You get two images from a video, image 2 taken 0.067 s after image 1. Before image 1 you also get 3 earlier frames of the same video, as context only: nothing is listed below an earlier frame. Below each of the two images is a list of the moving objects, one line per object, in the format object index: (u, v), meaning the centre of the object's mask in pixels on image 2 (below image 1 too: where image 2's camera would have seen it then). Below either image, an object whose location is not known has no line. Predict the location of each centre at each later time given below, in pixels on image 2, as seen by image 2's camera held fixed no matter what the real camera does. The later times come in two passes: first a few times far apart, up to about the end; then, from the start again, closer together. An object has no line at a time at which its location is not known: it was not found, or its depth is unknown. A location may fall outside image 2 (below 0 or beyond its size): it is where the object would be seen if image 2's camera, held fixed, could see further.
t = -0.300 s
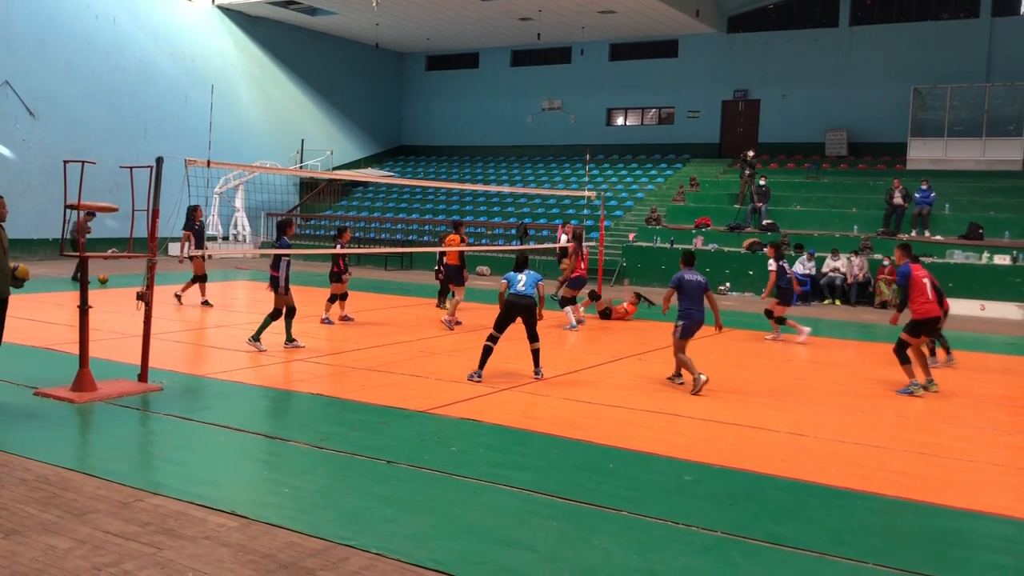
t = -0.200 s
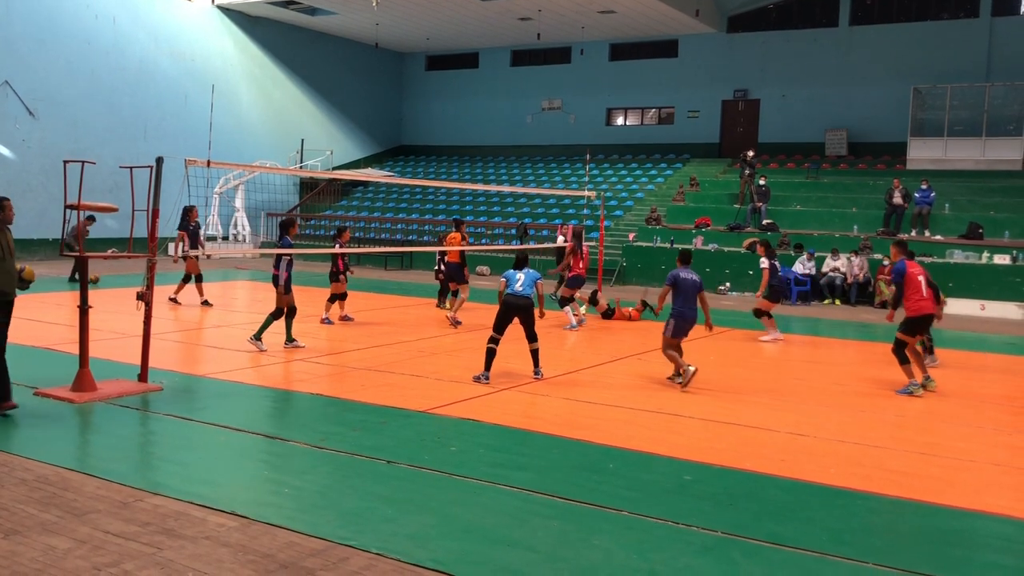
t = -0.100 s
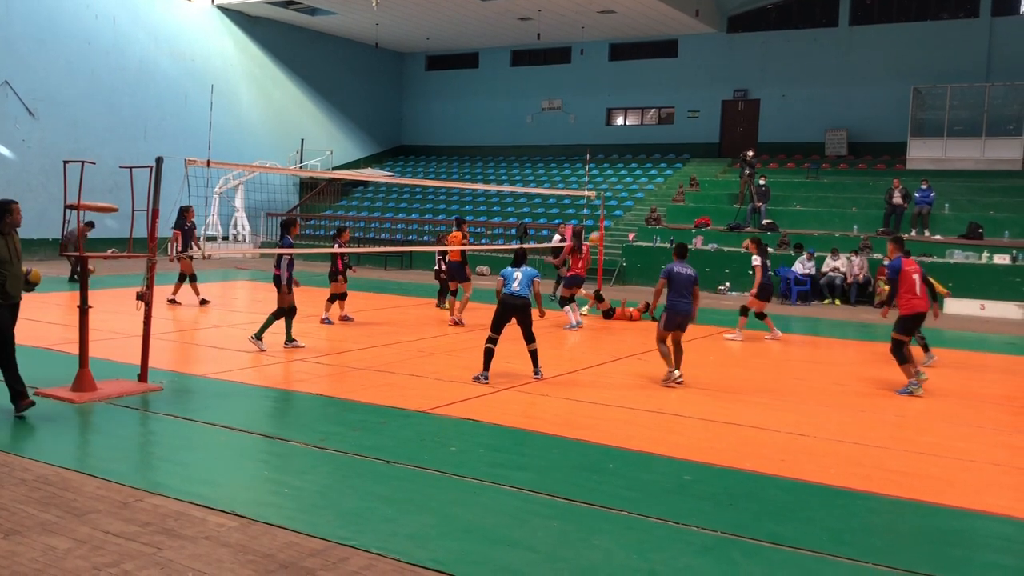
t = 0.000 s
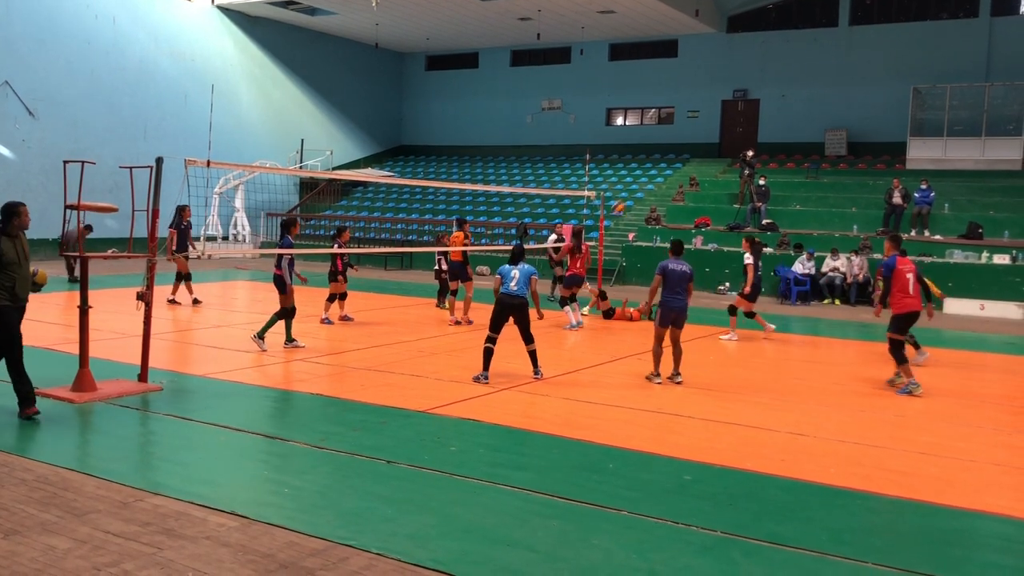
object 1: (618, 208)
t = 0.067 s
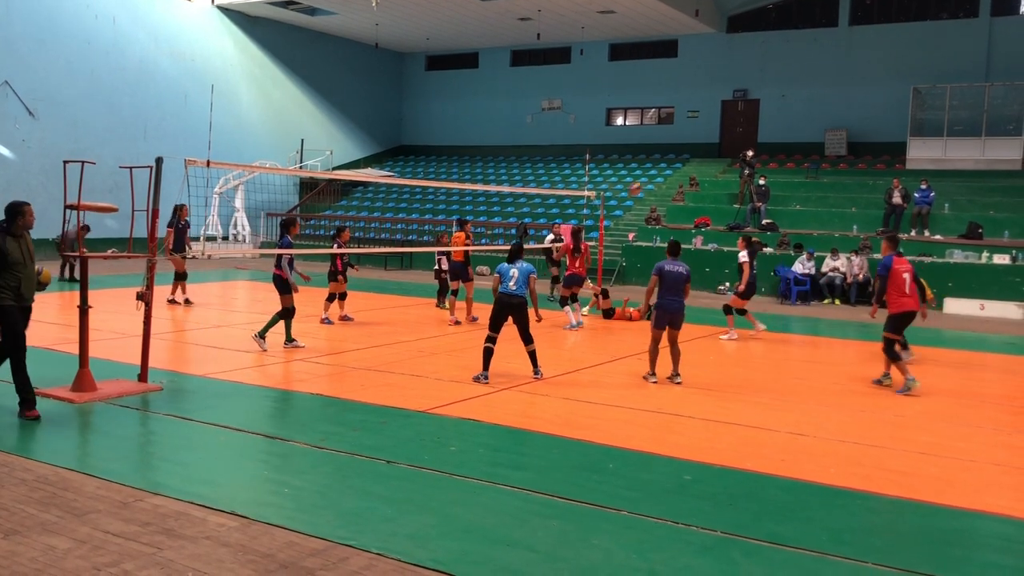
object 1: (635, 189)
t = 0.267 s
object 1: (685, 148)
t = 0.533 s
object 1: (756, 133)
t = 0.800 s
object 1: (832, 167)
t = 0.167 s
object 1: (660, 166)
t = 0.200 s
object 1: (668, 159)
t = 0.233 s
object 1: (676, 154)
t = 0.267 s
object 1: (685, 148)
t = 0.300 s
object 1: (693, 144)
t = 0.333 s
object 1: (702, 140)
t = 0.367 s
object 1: (712, 137)
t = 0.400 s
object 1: (721, 135)
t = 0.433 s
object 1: (729, 133)
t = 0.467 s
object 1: (738, 132)
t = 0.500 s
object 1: (748, 132)
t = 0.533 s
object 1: (756, 133)
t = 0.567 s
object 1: (766, 134)
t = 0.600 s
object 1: (775, 137)
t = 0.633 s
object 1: (785, 140)
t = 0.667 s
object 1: (794, 143)
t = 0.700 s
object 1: (803, 148)
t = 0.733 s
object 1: (812, 153)
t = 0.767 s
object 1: (822, 160)
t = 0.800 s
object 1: (832, 167)
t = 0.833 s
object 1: (842, 176)
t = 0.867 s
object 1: (852, 185)
